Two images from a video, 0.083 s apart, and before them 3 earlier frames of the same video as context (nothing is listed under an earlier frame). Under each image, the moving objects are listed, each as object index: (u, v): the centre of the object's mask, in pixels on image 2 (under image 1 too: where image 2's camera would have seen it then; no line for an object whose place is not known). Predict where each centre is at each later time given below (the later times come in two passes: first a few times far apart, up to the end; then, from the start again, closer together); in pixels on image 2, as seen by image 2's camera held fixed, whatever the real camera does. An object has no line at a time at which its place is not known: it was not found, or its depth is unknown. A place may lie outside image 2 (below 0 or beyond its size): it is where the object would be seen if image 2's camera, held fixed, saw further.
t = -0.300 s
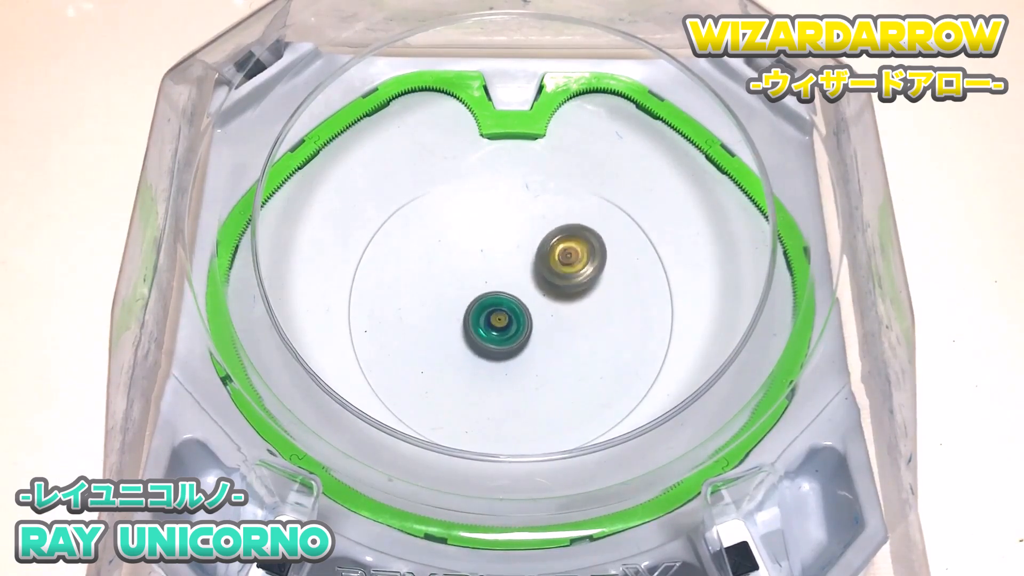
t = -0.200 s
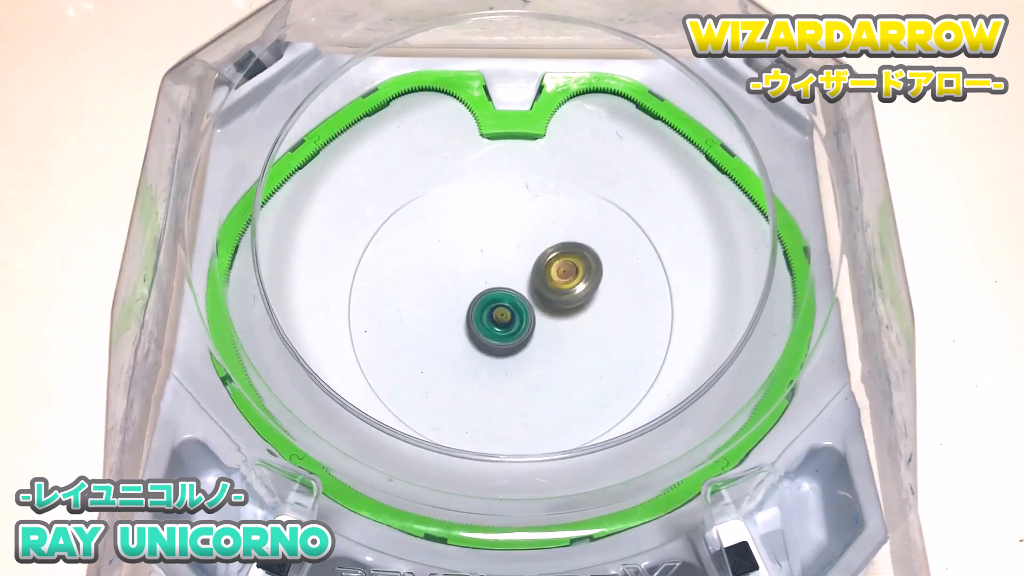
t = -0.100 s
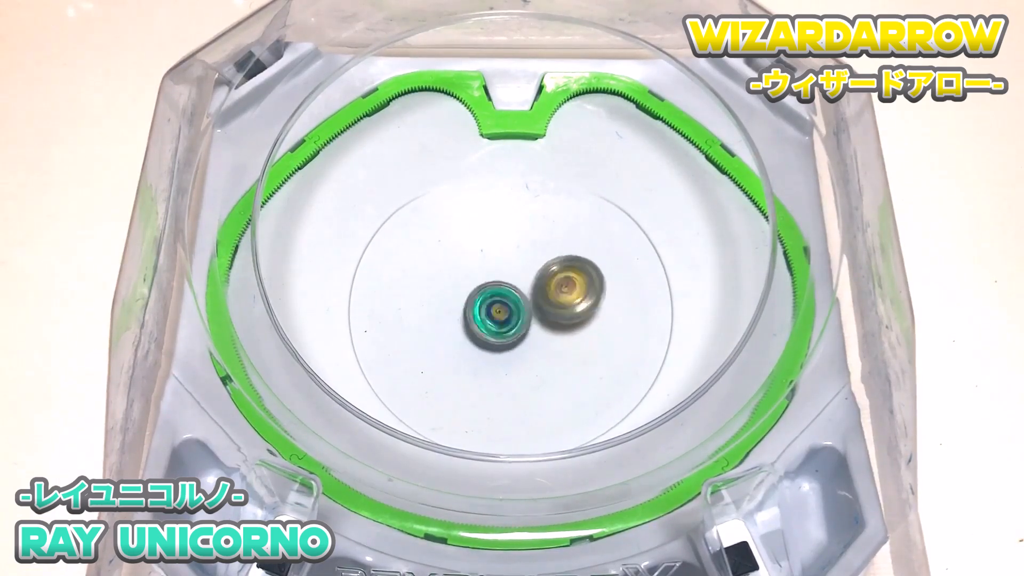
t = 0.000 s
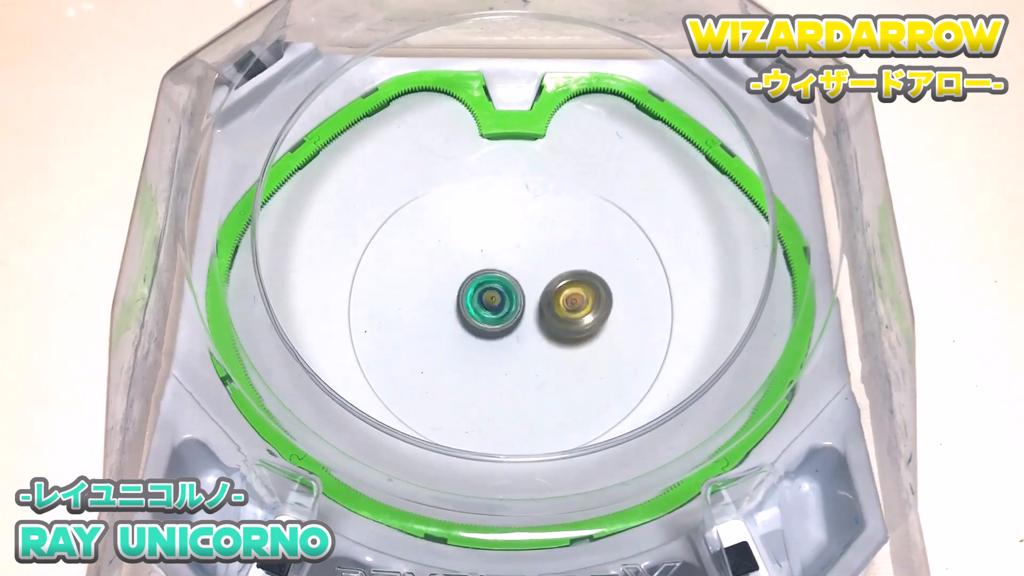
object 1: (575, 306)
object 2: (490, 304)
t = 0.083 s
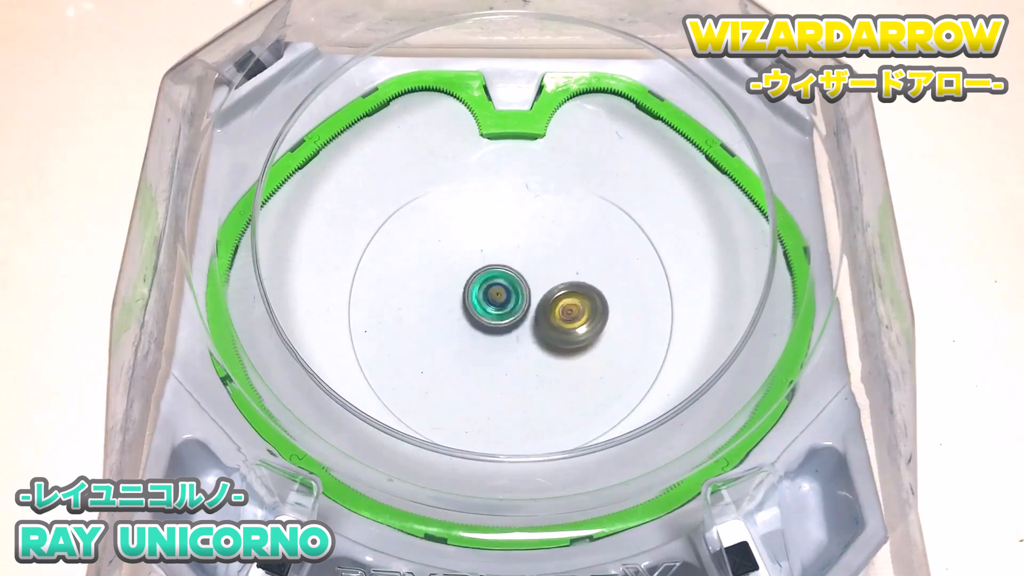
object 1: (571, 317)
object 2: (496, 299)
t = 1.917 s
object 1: (471, 255)
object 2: (533, 299)
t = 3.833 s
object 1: (507, 359)
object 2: (571, 297)
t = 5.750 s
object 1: (523, 356)
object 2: (458, 234)
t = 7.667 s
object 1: (515, 286)
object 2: (520, 359)
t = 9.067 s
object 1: (465, 303)
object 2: (563, 308)
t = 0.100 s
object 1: (570, 318)
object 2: (497, 299)
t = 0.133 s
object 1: (567, 322)
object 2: (500, 299)
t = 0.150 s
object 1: (565, 324)
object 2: (501, 298)
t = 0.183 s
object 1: (561, 328)
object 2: (503, 298)
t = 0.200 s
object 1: (558, 330)
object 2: (504, 298)
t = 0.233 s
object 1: (553, 333)
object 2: (506, 297)
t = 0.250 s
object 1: (553, 338)
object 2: (507, 294)
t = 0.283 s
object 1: (554, 350)
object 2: (504, 285)
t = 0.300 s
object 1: (554, 354)
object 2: (503, 281)
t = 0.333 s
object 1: (550, 360)
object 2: (501, 276)
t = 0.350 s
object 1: (548, 361)
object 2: (501, 274)
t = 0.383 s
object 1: (544, 363)
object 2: (501, 273)
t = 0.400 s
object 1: (542, 364)
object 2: (501, 273)
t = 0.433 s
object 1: (537, 365)
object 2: (502, 274)
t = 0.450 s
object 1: (535, 365)
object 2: (502, 274)
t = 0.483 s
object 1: (530, 365)
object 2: (503, 275)
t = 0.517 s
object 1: (526, 364)
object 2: (503, 276)
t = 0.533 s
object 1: (523, 363)
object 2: (503, 277)
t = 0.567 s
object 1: (518, 362)
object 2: (504, 279)
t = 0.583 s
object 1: (516, 360)
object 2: (504, 279)
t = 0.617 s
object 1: (511, 358)
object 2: (504, 281)
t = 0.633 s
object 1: (509, 356)
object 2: (504, 281)
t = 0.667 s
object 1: (504, 352)
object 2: (504, 283)
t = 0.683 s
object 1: (502, 350)
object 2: (504, 283)
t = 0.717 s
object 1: (499, 346)
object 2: (504, 284)
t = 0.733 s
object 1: (497, 344)
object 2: (504, 284)
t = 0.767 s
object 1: (491, 343)
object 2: (507, 281)
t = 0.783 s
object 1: (486, 346)
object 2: (509, 278)
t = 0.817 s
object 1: (477, 352)
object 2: (517, 274)
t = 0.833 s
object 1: (474, 353)
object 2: (522, 274)
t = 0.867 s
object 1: (468, 352)
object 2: (531, 275)
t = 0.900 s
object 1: (465, 349)
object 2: (537, 278)
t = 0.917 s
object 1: (464, 348)
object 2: (539, 280)
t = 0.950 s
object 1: (462, 345)
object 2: (541, 282)
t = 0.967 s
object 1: (461, 344)
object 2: (541, 283)
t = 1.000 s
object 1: (460, 340)
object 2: (540, 285)
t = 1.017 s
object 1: (460, 338)
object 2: (539, 286)
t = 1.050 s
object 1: (460, 334)
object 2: (536, 288)
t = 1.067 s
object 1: (460, 332)
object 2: (534, 289)
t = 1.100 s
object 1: (461, 328)
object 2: (531, 290)
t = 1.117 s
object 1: (461, 325)
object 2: (530, 290)
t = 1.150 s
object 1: (463, 321)
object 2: (528, 290)
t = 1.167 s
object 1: (464, 319)
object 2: (528, 291)
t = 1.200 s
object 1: (467, 314)
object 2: (527, 291)
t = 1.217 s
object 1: (466, 312)
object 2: (528, 291)
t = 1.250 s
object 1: (462, 309)
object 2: (531, 291)
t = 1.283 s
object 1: (462, 305)
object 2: (533, 291)
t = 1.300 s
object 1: (463, 303)
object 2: (533, 292)
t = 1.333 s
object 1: (465, 299)
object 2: (532, 293)
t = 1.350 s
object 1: (466, 297)
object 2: (532, 292)
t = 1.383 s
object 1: (464, 293)
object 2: (533, 293)
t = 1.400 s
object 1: (464, 292)
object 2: (533, 294)
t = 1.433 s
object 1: (462, 286)
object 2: (533, 295)
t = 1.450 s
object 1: (457, 283)
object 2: (537, 296)
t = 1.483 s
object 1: (449, 277)
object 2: (545, 297)
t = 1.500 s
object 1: (447, 274)
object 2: (548, 299)
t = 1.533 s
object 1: (446, 270)
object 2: (549, 302)
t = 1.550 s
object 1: (446, 269)
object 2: (548, 303)
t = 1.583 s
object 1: (445, 267)
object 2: (545, 307)
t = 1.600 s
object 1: (445, 265)
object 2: (544, 307)
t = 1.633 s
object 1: (445, 262)
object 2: (541, 308)
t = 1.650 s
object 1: (445, 261)
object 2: (540, 309)
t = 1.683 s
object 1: (446, 259)
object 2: (538, 307)
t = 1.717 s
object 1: (448, 256)
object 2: (537, 306)
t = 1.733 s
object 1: (449, 255)
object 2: (536, 305)
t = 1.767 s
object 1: (452, 253)
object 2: (536, 304)
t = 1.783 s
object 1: (453, 253)
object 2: (535, 303)
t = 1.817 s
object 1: (457, 253)
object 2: (534, 302)
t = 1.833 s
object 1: (459, 253)
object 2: (534, 301)
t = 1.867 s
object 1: (464, 253)
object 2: (534, 300)
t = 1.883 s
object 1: (466, 254)
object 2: (533, 300)
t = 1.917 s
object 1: (471, 255)
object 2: (533, 299)
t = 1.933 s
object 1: (474, 256)
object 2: (533, 298)
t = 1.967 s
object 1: (478, 254)
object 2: (534, 299)
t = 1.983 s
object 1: (474, 246)
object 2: (539, 303)
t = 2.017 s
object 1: (468, 239)
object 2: (548, 315)
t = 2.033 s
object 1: (464, 236)
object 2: (549, 318)
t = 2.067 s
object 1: (460, 231)
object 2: (548, 325)
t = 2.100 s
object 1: (460, 230)
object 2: (546, 329)
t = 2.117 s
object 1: (461, 229)
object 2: (544, 330)
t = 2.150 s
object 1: (461, 231)
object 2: (542, 330)
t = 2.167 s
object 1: (462, 232)
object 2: (541, 329)
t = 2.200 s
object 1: (463, 234)
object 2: (541, 328)
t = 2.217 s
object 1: (464, 235)
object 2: (542, 328)
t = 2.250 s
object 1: (466, 238)
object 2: (542, 328)
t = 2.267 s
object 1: (467, 240)
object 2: (542, 327)
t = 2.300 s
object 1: (470, 244)
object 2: (542, 327)
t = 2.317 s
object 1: (471, 247)
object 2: (542, 327)
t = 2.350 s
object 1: (473, 252)
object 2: (543, 326)
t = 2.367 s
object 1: (474, 253)
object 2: (542, 326)
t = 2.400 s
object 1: (477, 259)
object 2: (543, 326)
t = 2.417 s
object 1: (478, 262)
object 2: (543, 326)
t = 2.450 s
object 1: (480, 267)
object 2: (543, 325)
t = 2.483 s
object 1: (482, 272)
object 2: (542, 324)
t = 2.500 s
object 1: (482, 275)
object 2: (542, 324)
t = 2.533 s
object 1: (484, 281)
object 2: (542, 323)
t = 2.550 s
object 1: (485, 284)
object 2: (542, 323)
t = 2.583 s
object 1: (477, 278)
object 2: (550, 332)
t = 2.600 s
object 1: (472, 273)
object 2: (556, 338)
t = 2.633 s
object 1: (461, 264)
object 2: (562, 350)
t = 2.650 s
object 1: (457, 261)
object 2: (563, 356)
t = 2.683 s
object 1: (451, 256)
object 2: (561, 364)
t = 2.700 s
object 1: (449, 255)
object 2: (559, 367)
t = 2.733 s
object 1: (446, 257)
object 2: (554, 370)
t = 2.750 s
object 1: (445, 259)
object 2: (553, 370)
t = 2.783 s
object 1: (441, 261)
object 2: (550, 369)
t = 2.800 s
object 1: (439, 262)
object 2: (550, 367)
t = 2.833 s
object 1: (435, 265)
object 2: (550, 365)
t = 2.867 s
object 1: (432, 267)
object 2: (551, 363)
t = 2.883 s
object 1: (430, 268)
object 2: (552, 363)
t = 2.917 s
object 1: (427, 271)
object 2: (552, 361)
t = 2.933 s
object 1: (426, 271)
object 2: (552, 361)
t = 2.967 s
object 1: (424, 274)
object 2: (553, 360)
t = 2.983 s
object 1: (423, 275)
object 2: (553, 359)
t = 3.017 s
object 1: (422, 278)
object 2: (554, 358)
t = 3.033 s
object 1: (422, 279)
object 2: (554, 357)
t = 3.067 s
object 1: (422, 282)
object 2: (555, 355)
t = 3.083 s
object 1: (422, 282)
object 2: (555, 354)
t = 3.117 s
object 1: (424, 285)
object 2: (555, 351)
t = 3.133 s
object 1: (425, 287)
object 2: (556, 349)
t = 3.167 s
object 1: (428, 290)
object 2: (556, 346)
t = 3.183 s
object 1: (429, 291)
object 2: (556, 344)
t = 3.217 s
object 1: (433, 295)
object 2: (558, 340)
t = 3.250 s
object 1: (436, 298)
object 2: (559, 336)
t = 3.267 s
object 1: (438, 300)
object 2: (560, 334)
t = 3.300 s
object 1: (443, 303)
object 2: (561, 330)
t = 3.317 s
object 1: (445, 304)
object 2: (562, 328)
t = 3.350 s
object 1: (449, 308)
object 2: (564, 324)
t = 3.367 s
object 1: (451, 309)
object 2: (564, 322)
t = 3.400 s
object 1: (456, 313)
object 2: (566, 319)
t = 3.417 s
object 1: (459, 314)
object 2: (567, 317)
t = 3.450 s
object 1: (463, 318)
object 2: (568, 314)
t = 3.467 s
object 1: (465, 320)
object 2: (569, 312)
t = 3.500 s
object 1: (469, 323)
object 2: (570, 309)
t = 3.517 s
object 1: (472, 325)
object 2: (571, 308)
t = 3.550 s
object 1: (476, 329)
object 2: (572, 305)
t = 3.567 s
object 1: (478, 331)
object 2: (572, 304)
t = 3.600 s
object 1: (483, 335)
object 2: (573, 303)
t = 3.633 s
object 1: (487, 339)
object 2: (573, 302)
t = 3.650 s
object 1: (489, 341)
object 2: (573, 301)
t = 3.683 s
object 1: (493, 344)
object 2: (572, 300)
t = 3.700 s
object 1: (495, 346)
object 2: (572, 300)
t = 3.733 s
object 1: (498, 349)
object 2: (573, 299)
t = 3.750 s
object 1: (500, 351)
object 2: (572, 299)
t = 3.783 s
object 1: (503, 354)
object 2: (572, 298)
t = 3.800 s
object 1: (504, 356)
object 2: (572, 298)
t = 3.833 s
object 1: (507, 359)
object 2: (571, 297)
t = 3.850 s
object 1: (509, 360)
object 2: (571, 297)
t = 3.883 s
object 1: (511, 363)
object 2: (571, 297)
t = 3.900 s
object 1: (512, 364)
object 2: (570, 296)
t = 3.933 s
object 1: (515, 366)
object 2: (570, 296)
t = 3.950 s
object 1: (516, 367)
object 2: (569, 296)
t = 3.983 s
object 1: (518, 368)
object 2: (568, 295)
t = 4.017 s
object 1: (520, 368)
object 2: (567, 295)
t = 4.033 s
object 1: (521, 368)
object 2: (567, 294)
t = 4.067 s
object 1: (522, 368)
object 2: (566, 293)
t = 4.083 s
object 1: (523, 367)
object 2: (565, 293)
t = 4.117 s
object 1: (524, 366)
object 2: (564, 292)
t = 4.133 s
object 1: (525, 365)
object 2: (563, 291)
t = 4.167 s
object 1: (526, 362)
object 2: (561, 290)
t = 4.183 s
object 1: (527, 361)
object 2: (559, 289)
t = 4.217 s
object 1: (528, 358)
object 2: (557, 287)
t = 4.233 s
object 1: (528, 356)
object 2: (555, 286)
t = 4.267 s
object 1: (529, 352)
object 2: (553, 284)
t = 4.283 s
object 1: (530, 351)
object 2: (551, 283)
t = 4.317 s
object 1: (531, 347)
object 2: (549, 280)
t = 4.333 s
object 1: (532, 345)
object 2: (548, 279)
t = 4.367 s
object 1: (533, 341)
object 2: (546, 276)
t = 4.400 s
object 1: (535, 337)
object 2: (543, 273)
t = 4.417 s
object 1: (536, 335)
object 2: (542, 271)
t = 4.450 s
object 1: (538, 330)
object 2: (541, 268)
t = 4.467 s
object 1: (539, 328)
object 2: (540, 267)
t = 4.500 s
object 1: (541, 323)
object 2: (538, 264)
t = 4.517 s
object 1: (542, 321)
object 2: (538, 263)
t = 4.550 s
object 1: (543, 327)
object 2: (537, 257)
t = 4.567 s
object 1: (544, 329)
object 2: (536, 254)
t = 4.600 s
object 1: (544, 331)
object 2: (535, 248)
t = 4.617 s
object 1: (544, 332)
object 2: (535, 247)
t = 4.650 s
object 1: (544, 330)
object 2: (535, 244)
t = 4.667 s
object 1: (545, 329)
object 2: (535, 244)
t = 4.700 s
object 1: (548, 327)
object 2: (534, 243)
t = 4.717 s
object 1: (549, 326)
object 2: (534, 243)
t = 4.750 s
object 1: (551, 325)
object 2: (533, 243)
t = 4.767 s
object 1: (552, 324)
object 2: (533, 243)
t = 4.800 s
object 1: (553, 323)
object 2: (532, 243)
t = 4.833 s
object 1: (554, 321)
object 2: (531, 244)
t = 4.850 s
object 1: (555, 320)
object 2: (530, 244)
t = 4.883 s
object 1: (555, 318)
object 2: (528, 245)
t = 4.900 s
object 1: (555, 317)
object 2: (527, 245)
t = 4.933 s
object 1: (555, 315)
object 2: (526, 246)
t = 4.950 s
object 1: (555, 315)
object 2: (526, 247)
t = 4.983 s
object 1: (554, 312)
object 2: (525, 249)
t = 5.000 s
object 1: (554, 311)
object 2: (524, 251)
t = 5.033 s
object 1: (553, 310)
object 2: (522, 253)
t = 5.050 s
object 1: (552, 308)
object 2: (520, 254)
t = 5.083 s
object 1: (551, 306)
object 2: (517, 257)
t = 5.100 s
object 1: (550, 307)
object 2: (515, 257)
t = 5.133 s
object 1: (551, 327)
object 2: (509, 242)
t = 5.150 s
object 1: (552, 339)
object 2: (506, 235)
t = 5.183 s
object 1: (551, 361)
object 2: (500, 226)
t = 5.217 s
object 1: (547, 378)
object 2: (493, 220)
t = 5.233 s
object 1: (545, 384)
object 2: (490, 219)
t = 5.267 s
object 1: (542, 392)
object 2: (485, 219)
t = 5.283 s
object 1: (541, 394)
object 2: (482, 219)
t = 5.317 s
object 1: (541, 397)
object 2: (477, 219)
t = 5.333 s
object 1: (541, 397)
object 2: (476, 219)
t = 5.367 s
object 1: (540, 399)
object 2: (472, 219)
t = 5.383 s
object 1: (539, 400)
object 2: (471, 219)
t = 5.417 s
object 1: (538, 400)
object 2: (469, 219)
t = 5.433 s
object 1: (536, 400)
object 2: (469, 220)
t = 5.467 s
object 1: (534, 400)
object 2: (468, 220)
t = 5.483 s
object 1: (533, 399)
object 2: (467, 221)
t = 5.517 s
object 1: (530, 397)
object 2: (466, 222)
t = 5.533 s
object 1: (529, 396)
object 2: (465, 222)
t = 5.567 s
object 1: (527, 392)
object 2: (464, 223)
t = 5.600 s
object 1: (524, 387)
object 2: (463, 224)
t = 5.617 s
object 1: (523, 384)
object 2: (462, 225)
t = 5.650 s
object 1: (522, 378)
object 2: (461, 226)
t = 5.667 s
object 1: (521, 375)
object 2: (461, 227)
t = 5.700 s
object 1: (521, 368)
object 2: (460, 229)
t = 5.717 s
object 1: (522, 364)
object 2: (459, 231)
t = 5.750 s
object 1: (523, 356)
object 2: (458, 234)
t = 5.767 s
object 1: (524, 352)
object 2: (457, 236)
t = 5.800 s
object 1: (527, 344)
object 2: (455, 240)
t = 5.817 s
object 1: (528, 341)
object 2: (455, 243)
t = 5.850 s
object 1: (533, 333)
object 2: (453, 248)
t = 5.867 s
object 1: (535, 330)
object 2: (452, 250)
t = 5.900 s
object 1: (540, 323)
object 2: (451, 257)
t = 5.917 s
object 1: (543, 320)
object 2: (450, 260)
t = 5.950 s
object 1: (548, 314)
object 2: (448, 266)
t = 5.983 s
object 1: (554, 309)
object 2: (446, 273)
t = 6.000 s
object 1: (557, 307)
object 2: (445, 276)
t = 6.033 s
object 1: (563, 303)
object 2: (443, 282)
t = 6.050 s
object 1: (567, 301)
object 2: (442, 285)
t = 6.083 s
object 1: (574, 298)
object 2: (441, 291)
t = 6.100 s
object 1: (577, 297)
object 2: (440, 294)
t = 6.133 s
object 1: (584, 296)
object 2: (438, 299)
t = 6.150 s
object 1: (587, 296)
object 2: (438, 302)
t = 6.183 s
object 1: (592, 295)
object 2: (436, 306)
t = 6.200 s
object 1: (595, 296)
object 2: (435, 308)
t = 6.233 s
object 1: (599, 297)
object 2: (434, 312)
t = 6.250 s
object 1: (601, 297)
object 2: (433, 314)
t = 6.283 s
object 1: (603, 299)
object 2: (432, 316)
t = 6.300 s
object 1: (604, 300)
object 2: (432, 317)
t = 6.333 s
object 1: (604, 303)
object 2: (431, 320)
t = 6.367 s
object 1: (604, 305)
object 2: (430, 320)
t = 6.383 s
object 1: (603, 306)
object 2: (431, 321)
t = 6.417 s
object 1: (601, 308)
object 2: (432, 322)
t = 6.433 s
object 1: (600, 309)
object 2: (432, 322)
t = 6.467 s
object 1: (596, 311)
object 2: (433, 323)
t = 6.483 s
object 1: (594, 312)
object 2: (434, 324)
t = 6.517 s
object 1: (589, 313)
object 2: (434, 325)
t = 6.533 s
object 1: (586, 314)
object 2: (434, 325)
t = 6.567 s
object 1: (579, 314)
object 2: (435, 326)
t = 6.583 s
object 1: (576, 315)
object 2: (435, 326)
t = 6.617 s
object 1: (568, 313)
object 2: (436, 328)
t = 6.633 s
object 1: (564, 313)
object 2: (437, 328)
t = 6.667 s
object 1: (557, 310)
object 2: (439, 329)
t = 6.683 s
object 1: (554, 308)
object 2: (440, 330)
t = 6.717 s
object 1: (547, 305)
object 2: (444, 331)
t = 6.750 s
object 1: (541, 299)
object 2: (447, 333)
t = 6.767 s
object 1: (538, 297)
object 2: (448, 334)
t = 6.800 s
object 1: (533, 291)
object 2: (452, 337)
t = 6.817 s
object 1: (531, 288)
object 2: (454, 338)
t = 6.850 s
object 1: (527, 282)
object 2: (460, 340)
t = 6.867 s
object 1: (526, 279)
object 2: (462, 342)
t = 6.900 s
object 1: (523, 272)
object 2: (466, 345)
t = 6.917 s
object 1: (522, 269)
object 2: (469, 347)
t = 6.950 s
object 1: (521, 263)
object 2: (474, 350)
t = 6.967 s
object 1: (521, 260)
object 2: (476, 351)
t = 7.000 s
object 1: (521, 254)
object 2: (481, 354)
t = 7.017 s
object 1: (522, 251)
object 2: (483, 355)
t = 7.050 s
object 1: (523, 245)
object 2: (487, 358)
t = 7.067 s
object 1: (524, 243)
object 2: (488, 360)
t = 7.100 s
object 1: (526, 239)
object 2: (492, 362)
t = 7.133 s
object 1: (530, 232)
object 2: (495, 364)
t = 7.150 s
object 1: (531, 234)
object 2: (495, 365)
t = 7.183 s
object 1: (534, 233)
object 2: (498, 366)
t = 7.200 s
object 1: (535, 232)
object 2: (499, 367)
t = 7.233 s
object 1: (538, 229)
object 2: (500, 368)
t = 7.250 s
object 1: (539, 230)
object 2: (500, 368)
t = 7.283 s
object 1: (541, 234)
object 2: (500, 368)
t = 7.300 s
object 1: (542, 232)
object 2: (501, 367)
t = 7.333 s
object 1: (543, 238)
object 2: (502, 367)
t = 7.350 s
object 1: (544, 240)
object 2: (503, 367)
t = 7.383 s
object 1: (544, 244)
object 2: (505, 367)
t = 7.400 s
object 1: (544, 246)
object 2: (505, 367)
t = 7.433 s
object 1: (544, 251)
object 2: (506, 367)
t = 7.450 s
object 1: (544, 253)
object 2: (507, 367)
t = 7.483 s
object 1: (542, 259)
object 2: (508, 367)
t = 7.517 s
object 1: (539, 265)
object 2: (509, 367)
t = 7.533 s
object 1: (537, 268)
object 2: (510, 366)
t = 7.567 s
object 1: (533, 273)
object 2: (511, 365)
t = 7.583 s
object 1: (530, 275)
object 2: (512, 364)
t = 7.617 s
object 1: (525, 280)
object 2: (515, 362)
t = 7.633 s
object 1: (522, 282)
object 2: (517, 361)
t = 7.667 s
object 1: (515, 286)
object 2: (520, 359)
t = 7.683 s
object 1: (512, 287)
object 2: (522, 359)
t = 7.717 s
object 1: (504, 289)
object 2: (525, 357)
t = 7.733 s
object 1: (501, 290)
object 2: (527, 356)
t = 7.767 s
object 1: (494, 290)
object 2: (531, 354)
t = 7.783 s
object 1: (491, 290)
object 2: (532, 353)
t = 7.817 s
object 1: (484, 290)
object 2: (536, 351)
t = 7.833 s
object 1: (481, 289)
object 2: (538, 350)
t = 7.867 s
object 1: (475, 288)
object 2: (543, 350)
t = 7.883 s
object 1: (472, 286)
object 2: (544, 349)
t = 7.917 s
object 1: (467, 283)
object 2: (548, 347)
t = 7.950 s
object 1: (464, 279)
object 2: (552, 347)
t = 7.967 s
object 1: (462, 278)
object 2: (553, 347)
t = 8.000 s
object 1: (460, 272)
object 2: (555, 346)
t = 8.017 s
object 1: (459, 270)
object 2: (556, 346)
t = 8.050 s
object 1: (459, 267)
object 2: (557, 346)
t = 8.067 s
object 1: (459, 265)
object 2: (558, 346)
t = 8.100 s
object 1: (459, 262)
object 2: (558, 345)
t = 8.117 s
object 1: (460, 262)
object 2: (558, 345)
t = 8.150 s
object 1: (462, 260)
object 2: (559, 343)
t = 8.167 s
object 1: (463, 259)
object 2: (559, 343)
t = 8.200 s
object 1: (465, 258)
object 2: (560, 342)
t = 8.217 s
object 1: (468, 256)
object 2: (560, 342)
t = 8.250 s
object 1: (471, 257)
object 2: (561, 341)
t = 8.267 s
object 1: (473, 257)
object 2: (561, 341)
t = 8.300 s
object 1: (478, 256)
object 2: (561, 340)
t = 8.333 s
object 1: (482, 259)
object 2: (562, 339)
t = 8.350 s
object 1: (485, 262)
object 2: (562, 339)
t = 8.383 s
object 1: (489, 266)
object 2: (561, 337)
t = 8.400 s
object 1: (491, 268)
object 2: (561, 336)
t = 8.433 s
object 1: (496, 272)
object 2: (561, 334)
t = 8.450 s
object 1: (497, 275)
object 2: (561, 332)
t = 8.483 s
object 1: (500, 280)
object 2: (561, 329)
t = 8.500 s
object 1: (501, 283)
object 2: (561, 328)
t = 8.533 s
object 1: (503, 289)
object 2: (561, 324)
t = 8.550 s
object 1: (501, 290)
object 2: (564, 325)
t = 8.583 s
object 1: (498, 291)
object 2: (567, 325)
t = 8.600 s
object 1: (497, 292)
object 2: (567, 325)
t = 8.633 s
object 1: (496, 296)
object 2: (567, 322)
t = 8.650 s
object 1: (496, 298)
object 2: (568, 321)
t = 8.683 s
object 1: (492, 303)
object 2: (569, 320)
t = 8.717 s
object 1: (489, 306)
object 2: (570, 320)
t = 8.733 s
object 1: (486, 308)
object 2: (570, 319)
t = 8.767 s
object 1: (483, 310)
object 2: (569, 319)
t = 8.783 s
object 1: (480, 311)
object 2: (569, 319)
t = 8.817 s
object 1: (477, 312)
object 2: (568, 317)
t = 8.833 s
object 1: (475, 312)
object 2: (568, 316)
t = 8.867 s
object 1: (472, 312)
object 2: (568, 315)
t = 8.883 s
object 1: (471, 312)
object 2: (569, 315)
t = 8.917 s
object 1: (468, 311)
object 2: (569, 315)
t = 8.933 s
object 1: (467, 311)
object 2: (568, 314)
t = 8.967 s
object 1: (465, 310)
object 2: (567, 313)
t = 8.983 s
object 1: (465, 309)
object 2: (566, 313)
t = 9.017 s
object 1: (464, 306)
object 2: (565, 311)
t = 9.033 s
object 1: (464, 305)
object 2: (565, 310)
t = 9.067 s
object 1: (465, 303)
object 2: (563, 308)
